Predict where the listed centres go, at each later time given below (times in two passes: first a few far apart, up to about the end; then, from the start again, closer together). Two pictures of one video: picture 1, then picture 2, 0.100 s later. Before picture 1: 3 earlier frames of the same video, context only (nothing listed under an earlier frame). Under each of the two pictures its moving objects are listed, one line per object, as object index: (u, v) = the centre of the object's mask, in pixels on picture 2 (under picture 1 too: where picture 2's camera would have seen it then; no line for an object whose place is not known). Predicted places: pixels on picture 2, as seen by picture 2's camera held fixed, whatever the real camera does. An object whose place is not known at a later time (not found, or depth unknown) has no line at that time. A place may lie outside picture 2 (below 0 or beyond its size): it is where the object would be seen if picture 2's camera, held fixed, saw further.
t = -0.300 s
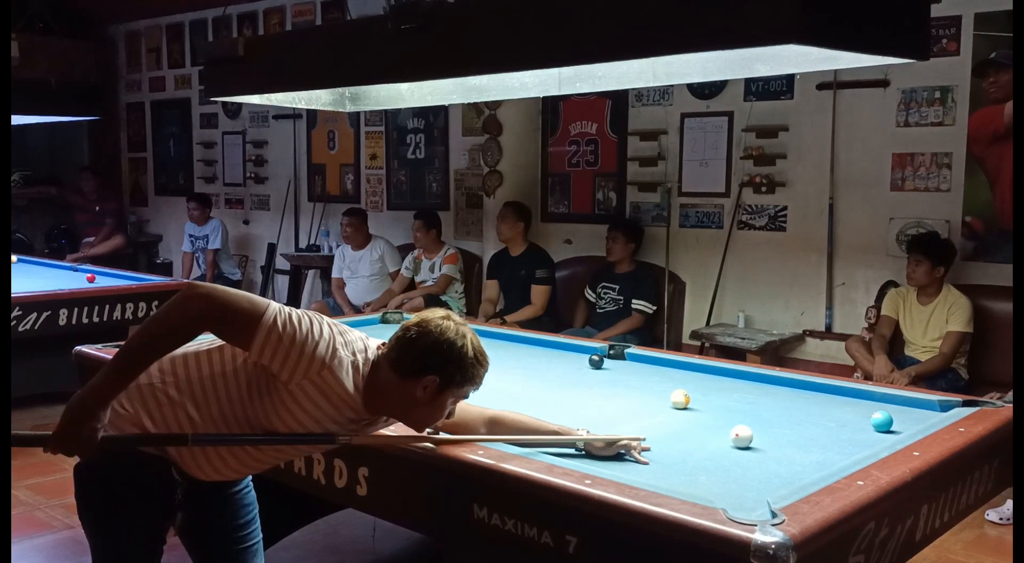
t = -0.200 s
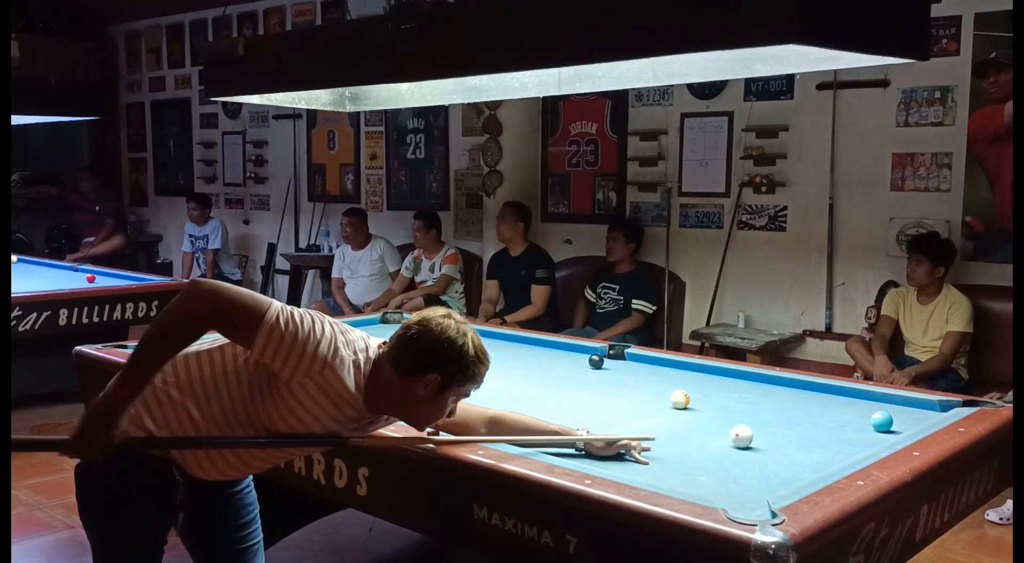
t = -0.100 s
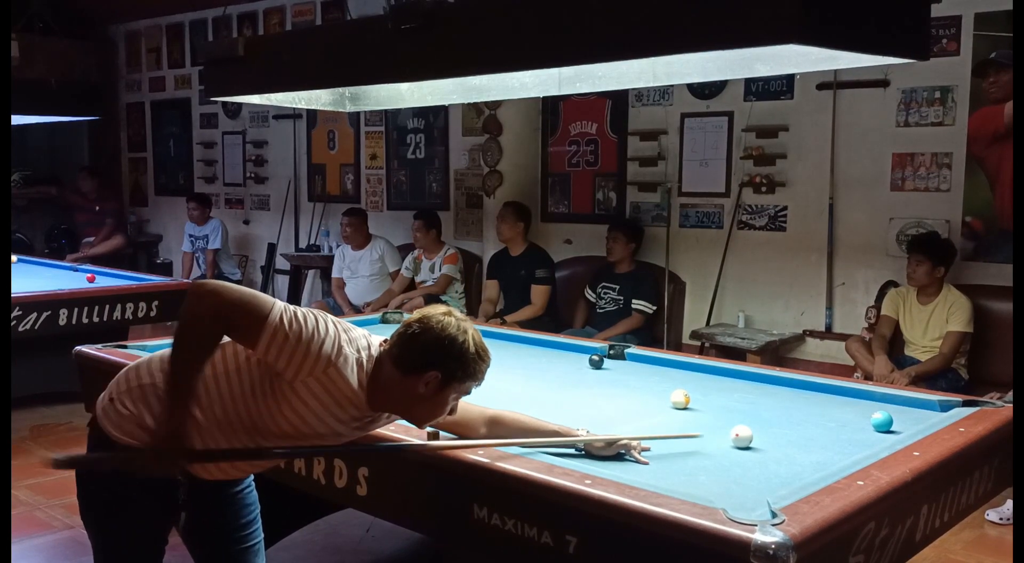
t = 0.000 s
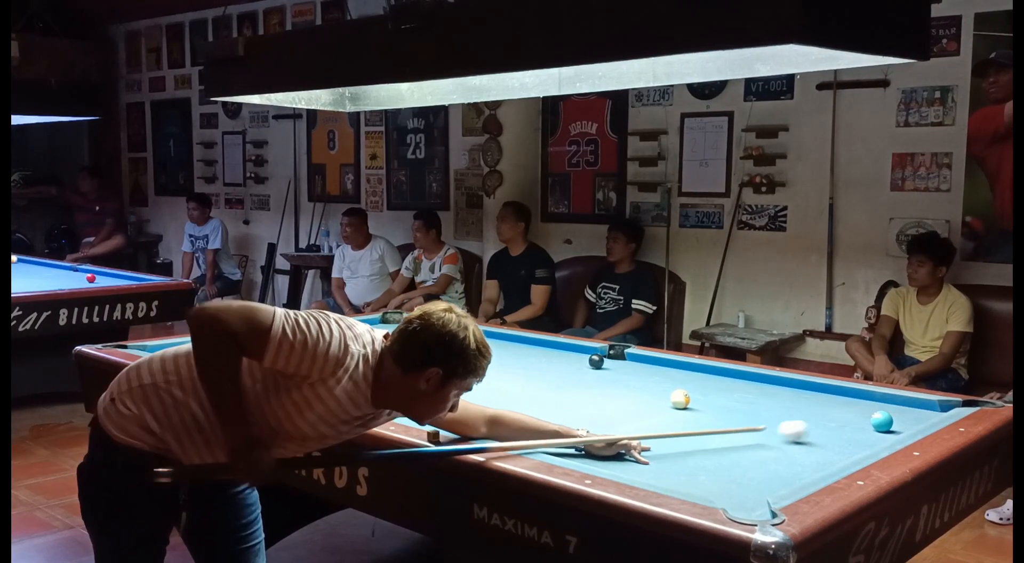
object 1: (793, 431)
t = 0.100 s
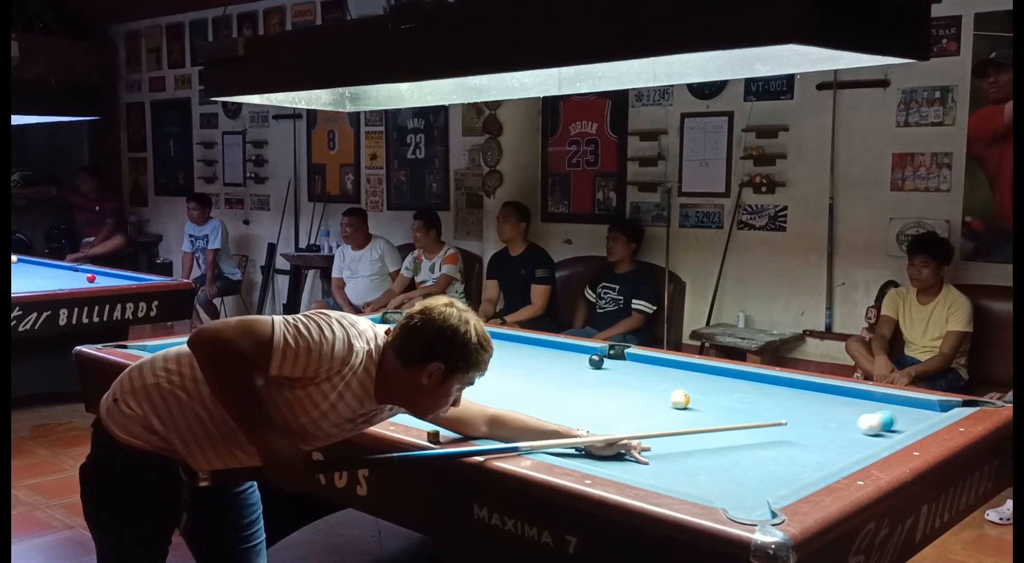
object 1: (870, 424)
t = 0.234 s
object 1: (905, 425)
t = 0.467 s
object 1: (892, 415)
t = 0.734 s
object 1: (878, 401)
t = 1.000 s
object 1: (850, 395)
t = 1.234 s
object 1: (816, 394)
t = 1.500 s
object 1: (779, 392)
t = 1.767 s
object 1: (745, 391)
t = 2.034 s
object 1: (714, 390)
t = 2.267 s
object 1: (689, 388)
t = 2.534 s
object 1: (663, 388)
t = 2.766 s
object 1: (643, 387)
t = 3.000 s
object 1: (625, 386)
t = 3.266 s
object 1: (607, 385)
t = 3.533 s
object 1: (591, 385)
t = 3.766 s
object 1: (579, 384)
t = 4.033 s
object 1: (568, 383)
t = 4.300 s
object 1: (560, 383)
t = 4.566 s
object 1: (553, 383)
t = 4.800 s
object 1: (550, 382)
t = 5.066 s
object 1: (548, 382)
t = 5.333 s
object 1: (548, 382)
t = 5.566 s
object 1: (548, 382)
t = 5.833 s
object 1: (548, 382)
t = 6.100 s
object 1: (548, 382)
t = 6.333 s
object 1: (548, 382)
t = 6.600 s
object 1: (548, 382)
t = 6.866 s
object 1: (548, 382)
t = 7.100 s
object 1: (548, 382)
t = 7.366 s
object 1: (548, 382)
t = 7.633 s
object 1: (548, 382)
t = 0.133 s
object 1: (878, 426)
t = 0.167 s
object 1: (886, 427)
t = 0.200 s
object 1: (895, 427)
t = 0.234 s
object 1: (905, 425)
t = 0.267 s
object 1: (904, 425)
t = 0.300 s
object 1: (902, 424)
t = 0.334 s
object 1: (900, 423)
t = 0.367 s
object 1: (898, 421)
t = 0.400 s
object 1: (896, 419)
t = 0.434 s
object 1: (894, 417)
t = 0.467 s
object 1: (892, 415)
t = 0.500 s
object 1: (890, 413)
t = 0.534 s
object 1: (889, 411)
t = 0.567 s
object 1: (887, 410)
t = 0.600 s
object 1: (885, 408)
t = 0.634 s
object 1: (883, 406)
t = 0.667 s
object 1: (881, 405)
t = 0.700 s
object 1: (880, 403)
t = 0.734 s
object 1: (878, 401)
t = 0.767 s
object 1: (877, 400)
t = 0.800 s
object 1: (875, 398)
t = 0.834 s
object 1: (873, 397)
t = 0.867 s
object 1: (871, 396)
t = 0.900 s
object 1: (866, 395)
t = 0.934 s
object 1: (861, 395)
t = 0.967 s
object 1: (855, 395)
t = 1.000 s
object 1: (850, 395)
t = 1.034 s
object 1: (845, 394)
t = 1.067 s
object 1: (840, 394)
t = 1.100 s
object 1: (835, 394)
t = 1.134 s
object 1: (830, 394)
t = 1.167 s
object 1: (825, 394)
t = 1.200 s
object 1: (820, 394)
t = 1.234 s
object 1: (816, 394)
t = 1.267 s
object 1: (811, 393)
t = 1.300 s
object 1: (806, 393)
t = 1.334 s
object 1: (801, 393)
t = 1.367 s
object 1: (797, 393)
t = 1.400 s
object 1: (792, 393)
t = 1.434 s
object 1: (788, 393)
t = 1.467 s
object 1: (783, 393)
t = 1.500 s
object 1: (779, 392)
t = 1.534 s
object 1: (774, 392)
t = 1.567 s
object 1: (770, 392)
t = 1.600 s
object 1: (766, 392)
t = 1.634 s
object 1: (761, 392)
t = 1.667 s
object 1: (757, 391)
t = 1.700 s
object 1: (753, 391)
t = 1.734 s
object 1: (749, 391)
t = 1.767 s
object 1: (745, 391)
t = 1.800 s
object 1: (741, 391)
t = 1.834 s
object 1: (737, 391)
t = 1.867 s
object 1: (733, 390)
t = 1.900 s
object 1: (729, 390)
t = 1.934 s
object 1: (725, 390)
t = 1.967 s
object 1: (721, 390)
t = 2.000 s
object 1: (718, 390)
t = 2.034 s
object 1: (714, 390)
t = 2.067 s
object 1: (710, 389)
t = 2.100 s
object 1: (706, 389)
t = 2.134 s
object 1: (703, 389)
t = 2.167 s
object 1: (699, 389)
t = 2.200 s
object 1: (696, 389)
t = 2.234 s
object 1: (693, 389)
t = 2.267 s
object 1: (689, 388)
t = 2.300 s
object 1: (686, 387)
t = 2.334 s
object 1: (683, 386)
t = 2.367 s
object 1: (679, 386)
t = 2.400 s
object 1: (675, 386)
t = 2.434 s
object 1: (672, 387)
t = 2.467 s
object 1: (668, 387)
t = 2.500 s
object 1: (666, 387)
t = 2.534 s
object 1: (663, 388)
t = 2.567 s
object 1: (660, 388)
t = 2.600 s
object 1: (657, 388)
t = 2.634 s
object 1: (655, 388)
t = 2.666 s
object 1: (652, 387)
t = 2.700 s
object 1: (649, 387)
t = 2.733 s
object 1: (646, 387)
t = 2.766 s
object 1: (643, 387)
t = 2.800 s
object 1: (641, 387)
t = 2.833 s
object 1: (638, 387)
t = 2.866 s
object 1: (635, 387)
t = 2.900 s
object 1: (633, 387)
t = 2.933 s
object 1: (630, 386)
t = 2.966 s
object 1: (628, 386)
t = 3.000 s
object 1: (625, 386)
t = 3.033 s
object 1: (623, 386)
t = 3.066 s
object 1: (620, 386)
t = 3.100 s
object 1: (618, 386)
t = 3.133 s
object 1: (616, 386)
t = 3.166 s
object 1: (613, 385)
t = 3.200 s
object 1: (611, 386)
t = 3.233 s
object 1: (609, 385)
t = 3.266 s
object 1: (607, 385)
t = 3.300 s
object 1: (605, 385)
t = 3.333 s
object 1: (603, 385)
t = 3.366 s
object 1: (600, 385)
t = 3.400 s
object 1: (598, 385)
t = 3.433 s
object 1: (597, 385)
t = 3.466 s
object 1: (595, 385)
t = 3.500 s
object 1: (593, 385)
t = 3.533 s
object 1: (591, 385)
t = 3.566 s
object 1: (589, 385)
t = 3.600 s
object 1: (587, 384)
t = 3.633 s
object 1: (586, 384)
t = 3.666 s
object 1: (584, 384)
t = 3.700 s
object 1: (582, 384)
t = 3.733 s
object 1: (581, 384)
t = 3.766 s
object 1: (579, 384)
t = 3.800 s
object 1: (578, 384)
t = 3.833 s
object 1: (576, 384)
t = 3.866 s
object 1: (575, 384)
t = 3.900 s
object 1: (573, 384)
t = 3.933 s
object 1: (572, 384)
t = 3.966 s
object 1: (571, 383)
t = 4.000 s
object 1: (569, 383)
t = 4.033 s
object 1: (568, 383)
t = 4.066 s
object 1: (567, 383)
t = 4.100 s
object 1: (566, 383)
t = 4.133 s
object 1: (565, 383)
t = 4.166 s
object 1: (564, 383)
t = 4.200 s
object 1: (563, 383)
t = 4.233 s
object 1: (562, 383)
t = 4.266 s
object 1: (561, 383)
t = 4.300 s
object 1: (560, 383)
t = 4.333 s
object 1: (559, 383)
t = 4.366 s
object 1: (558, 383)
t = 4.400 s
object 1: (557, 383)
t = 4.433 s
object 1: (556, 383)
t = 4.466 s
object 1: (555, 383)
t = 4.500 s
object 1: (555, 383)
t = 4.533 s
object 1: (554, 383)
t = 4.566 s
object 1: (553, 383)
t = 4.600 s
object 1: (553, 383)
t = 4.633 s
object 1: (552, 383)
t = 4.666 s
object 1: (551, 383)
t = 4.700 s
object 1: (551, 383)
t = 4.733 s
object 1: (551, 383)
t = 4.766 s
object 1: (550, 383)
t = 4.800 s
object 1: (550, 382)
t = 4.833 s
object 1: (549, 382)
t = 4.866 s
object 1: (549, 382)
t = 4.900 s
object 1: (549, 382)
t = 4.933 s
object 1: (548, 382)
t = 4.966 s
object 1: (548, 382)
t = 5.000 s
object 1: (548, 382)
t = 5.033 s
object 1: (548, 382)
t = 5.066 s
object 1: (548, 382)
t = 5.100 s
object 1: (548, 382)
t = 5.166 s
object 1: (548, 382)
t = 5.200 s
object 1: (548, 382)
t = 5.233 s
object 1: (548, 382)
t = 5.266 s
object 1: (548, 382)
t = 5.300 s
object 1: (548, 382)
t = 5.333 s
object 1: (548, 382)
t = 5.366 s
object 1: (548, 382)
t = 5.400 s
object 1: (548, 382)
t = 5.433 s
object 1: (548, 382)
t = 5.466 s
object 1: (548, 382)
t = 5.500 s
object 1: (548, 382)
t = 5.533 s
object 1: (548, 382)
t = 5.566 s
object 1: (548, 382)
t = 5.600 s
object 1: (548, 382)
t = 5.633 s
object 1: (548, 382)
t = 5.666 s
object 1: (548, 382)
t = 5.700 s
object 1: (548, 382)
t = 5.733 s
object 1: (548, 382)
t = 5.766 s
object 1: (548, 382)
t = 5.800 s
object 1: (548, 382)
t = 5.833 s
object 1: (548, 382)
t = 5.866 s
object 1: (548, 382)
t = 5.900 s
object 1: (548, 382)
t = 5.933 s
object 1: (548, 382)
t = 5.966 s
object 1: (548, 382)
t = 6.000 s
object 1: (548, 382)
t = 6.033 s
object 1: (548, 382)
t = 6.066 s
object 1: (548, 382)
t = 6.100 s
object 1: (548, 382)
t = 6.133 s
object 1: (548, 382)
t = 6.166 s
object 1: (548, 382)
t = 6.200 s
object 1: (548, 382)
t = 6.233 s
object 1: (548, 382)
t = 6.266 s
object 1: (548, 382)
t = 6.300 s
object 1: (548, 382)
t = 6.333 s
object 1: (548, 382)
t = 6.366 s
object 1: (548, 382)
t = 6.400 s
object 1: (548, 382)
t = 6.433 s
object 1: (548, 382)
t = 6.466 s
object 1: (548, 382)
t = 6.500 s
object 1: (548, 382)
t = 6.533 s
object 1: (548, 382)
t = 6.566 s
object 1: (548, 382)
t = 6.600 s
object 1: (548, 382)
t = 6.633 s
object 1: (548, 382)
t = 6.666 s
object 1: (548, 382)
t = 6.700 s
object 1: (548, 382)
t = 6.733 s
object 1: (548, 382)
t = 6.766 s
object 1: (548, 382)
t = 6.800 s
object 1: (548, 382)
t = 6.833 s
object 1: (548, 382)
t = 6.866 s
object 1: (548, 382)
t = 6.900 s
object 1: (548, 382)
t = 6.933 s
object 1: (548, 382)
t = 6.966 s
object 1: (548, 382)
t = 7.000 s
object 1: (548, 382)
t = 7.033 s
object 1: (548, 382)
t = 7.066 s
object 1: (548, 382)
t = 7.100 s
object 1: (548, 382)
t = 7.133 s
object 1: (548, 382)
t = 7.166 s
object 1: (548, 382)
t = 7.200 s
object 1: (548, 382)
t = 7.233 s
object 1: (548, 382)
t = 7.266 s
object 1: (548, 382)
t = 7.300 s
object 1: (548, 382)
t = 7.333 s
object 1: (548, 382)
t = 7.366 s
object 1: (548, 382)
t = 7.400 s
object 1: (548, 382)
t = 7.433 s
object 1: (548, 382)
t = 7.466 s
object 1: (548, 382)
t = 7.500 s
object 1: (548, 382)
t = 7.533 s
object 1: (548, 382)
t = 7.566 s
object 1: (548, 382)
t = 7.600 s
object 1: (548, 382)
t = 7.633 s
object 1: (548, 382)
